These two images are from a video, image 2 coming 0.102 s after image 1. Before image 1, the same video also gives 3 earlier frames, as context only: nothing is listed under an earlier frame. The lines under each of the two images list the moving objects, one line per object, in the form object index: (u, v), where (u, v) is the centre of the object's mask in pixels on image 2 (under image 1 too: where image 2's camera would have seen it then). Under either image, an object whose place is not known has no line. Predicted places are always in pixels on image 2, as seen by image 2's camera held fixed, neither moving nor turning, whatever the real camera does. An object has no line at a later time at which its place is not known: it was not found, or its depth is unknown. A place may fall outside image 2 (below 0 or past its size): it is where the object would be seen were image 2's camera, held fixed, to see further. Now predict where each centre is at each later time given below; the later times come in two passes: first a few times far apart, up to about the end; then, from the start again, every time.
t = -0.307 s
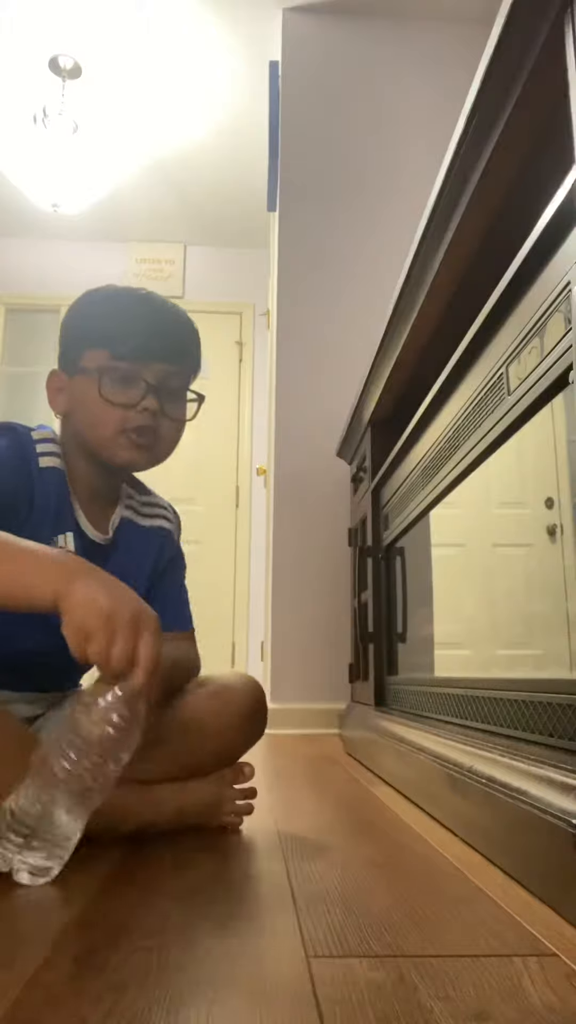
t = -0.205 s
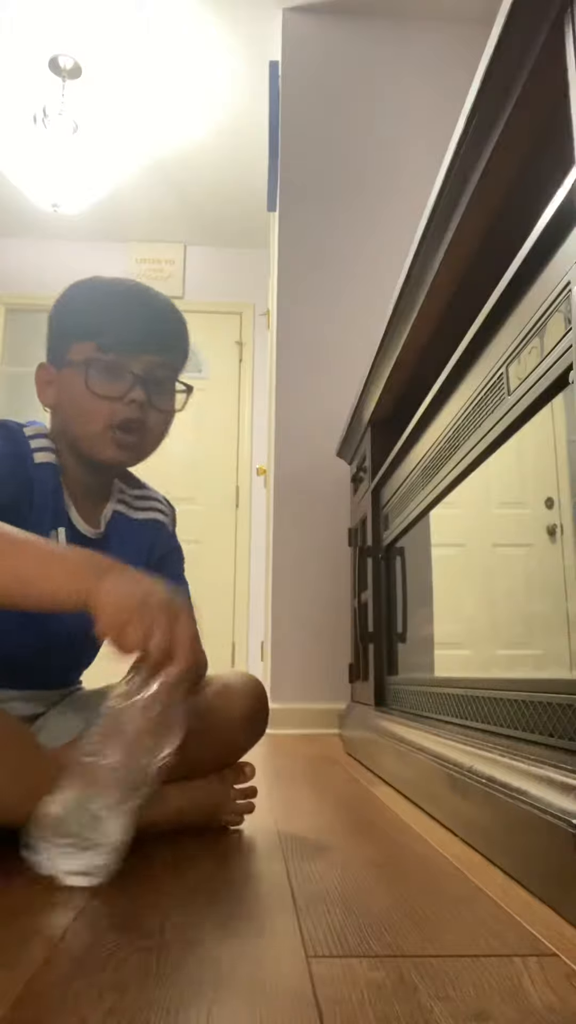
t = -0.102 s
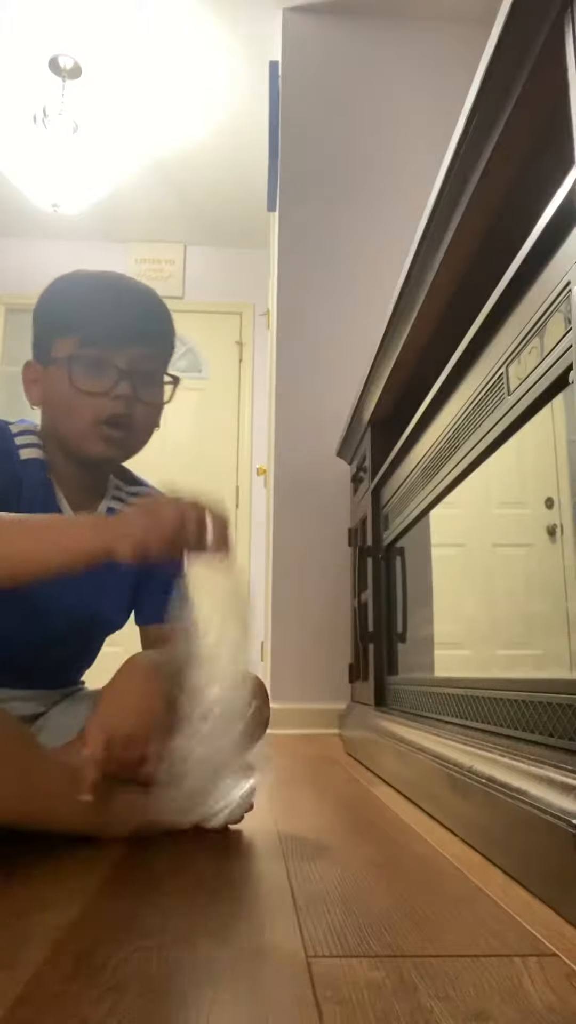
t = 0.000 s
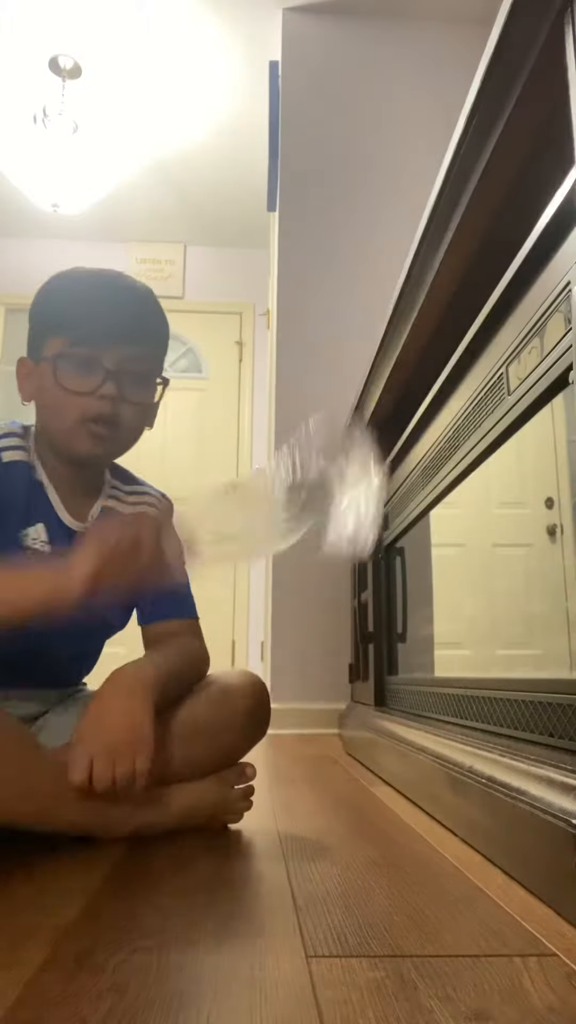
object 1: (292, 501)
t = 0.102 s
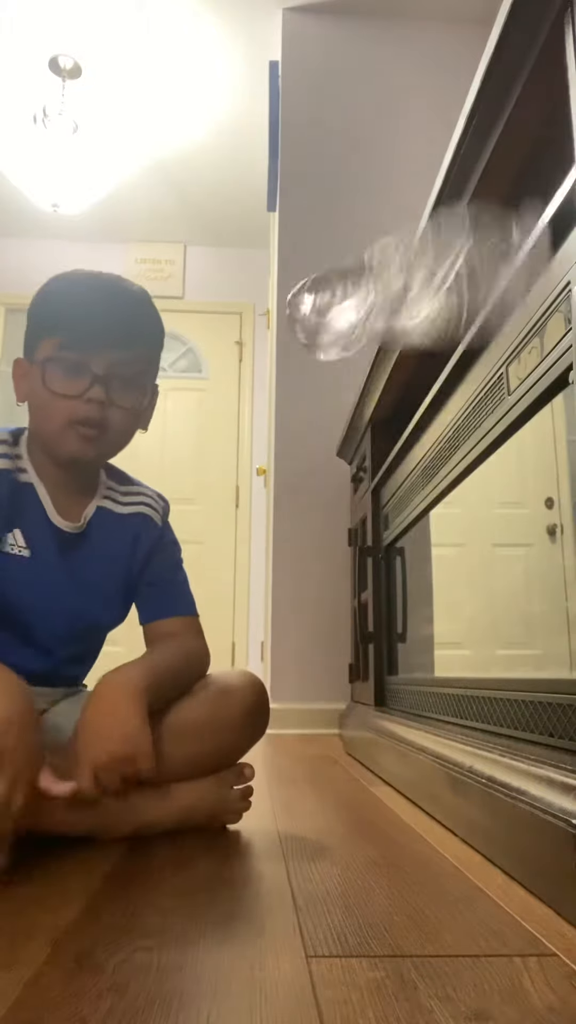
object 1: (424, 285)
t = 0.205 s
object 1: (406, 276)
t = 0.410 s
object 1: (437, 684)
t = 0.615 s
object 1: (449, 855)
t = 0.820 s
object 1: (450, 855)
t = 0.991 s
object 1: (449, 855)
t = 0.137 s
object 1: (418, 254)
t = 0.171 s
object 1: (408, 257)
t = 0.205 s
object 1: (406, 276)
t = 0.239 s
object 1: (408, 307)
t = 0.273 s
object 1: (410, 348)
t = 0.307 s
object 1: (412, 407)
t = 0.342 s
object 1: (417, 472)
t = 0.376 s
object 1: (426, 576)
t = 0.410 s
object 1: (437, 684)
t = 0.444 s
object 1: (445, 790)
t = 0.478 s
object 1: (426, 823)
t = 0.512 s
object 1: (435, 858)
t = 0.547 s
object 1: (444, 857)
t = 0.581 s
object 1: (447, 856)
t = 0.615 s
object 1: (449, 855)
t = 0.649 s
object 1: (449, 855)
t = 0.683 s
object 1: (449, 855)
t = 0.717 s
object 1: (449, 855)
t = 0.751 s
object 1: (449, 855)
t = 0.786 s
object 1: (450, 855)
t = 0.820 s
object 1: (450, 855)
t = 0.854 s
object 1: (449, 855)
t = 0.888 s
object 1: (448, 855)
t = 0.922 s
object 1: (447, 855)
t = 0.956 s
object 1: (448, 855)
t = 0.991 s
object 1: (449, 855)
